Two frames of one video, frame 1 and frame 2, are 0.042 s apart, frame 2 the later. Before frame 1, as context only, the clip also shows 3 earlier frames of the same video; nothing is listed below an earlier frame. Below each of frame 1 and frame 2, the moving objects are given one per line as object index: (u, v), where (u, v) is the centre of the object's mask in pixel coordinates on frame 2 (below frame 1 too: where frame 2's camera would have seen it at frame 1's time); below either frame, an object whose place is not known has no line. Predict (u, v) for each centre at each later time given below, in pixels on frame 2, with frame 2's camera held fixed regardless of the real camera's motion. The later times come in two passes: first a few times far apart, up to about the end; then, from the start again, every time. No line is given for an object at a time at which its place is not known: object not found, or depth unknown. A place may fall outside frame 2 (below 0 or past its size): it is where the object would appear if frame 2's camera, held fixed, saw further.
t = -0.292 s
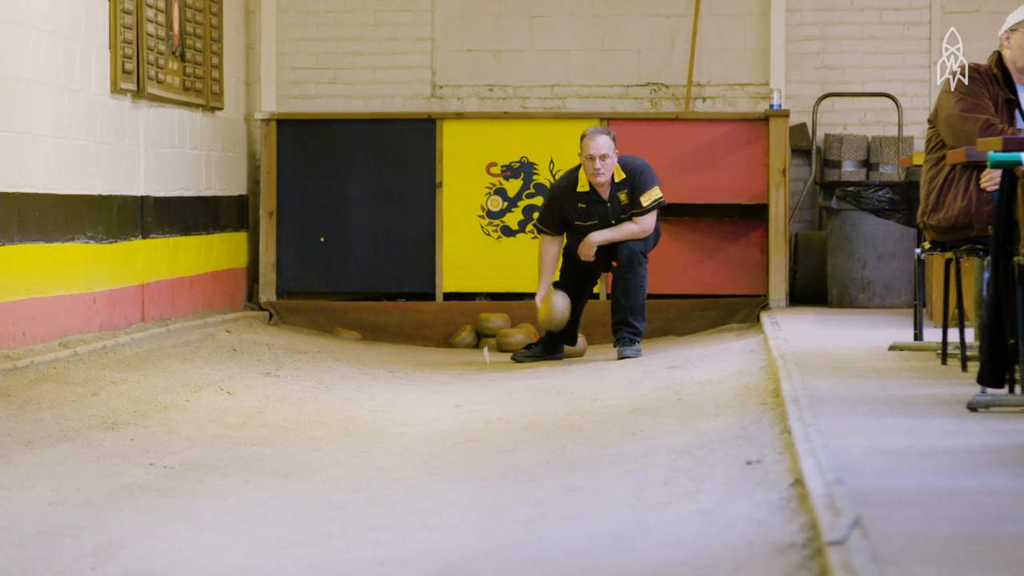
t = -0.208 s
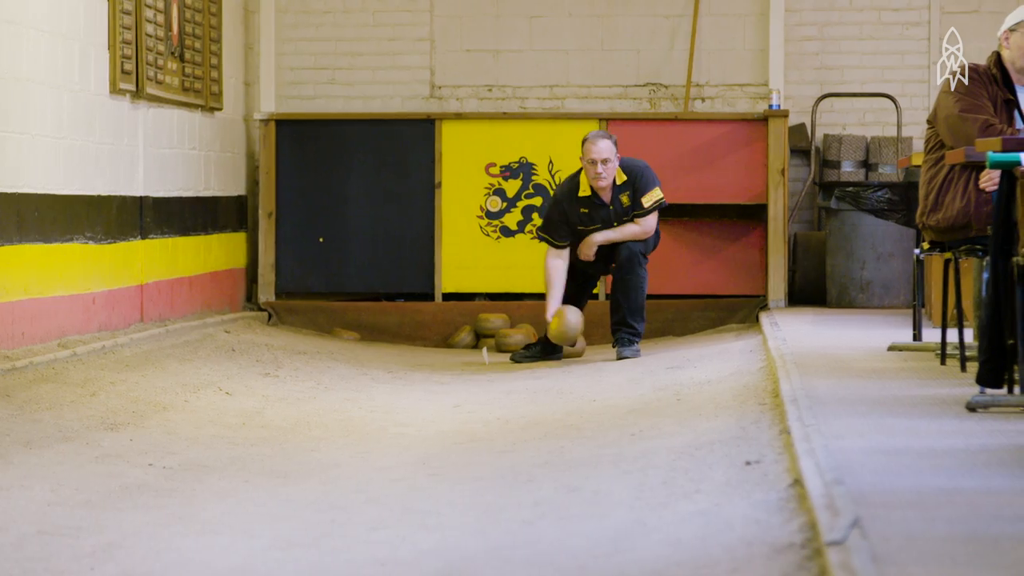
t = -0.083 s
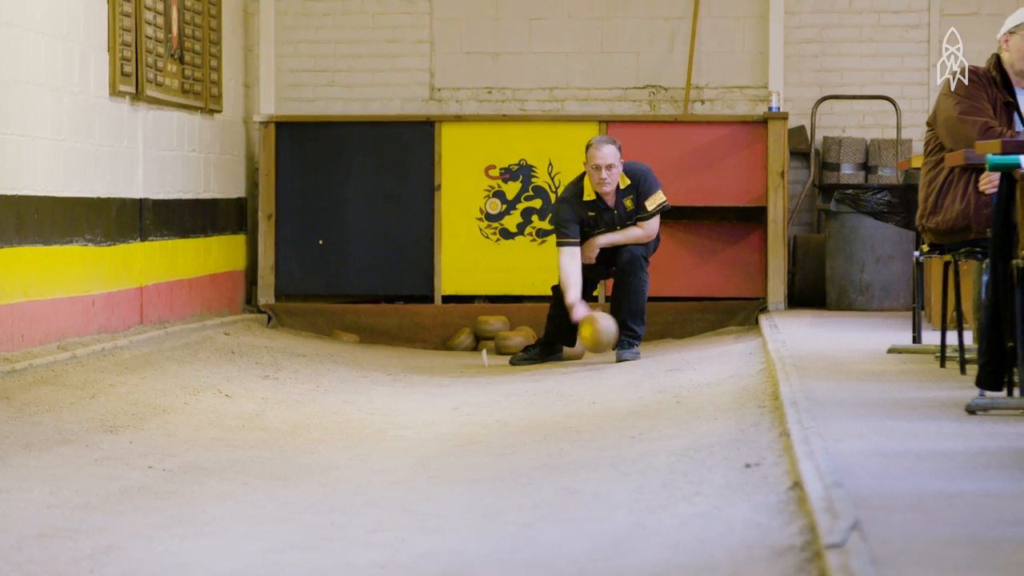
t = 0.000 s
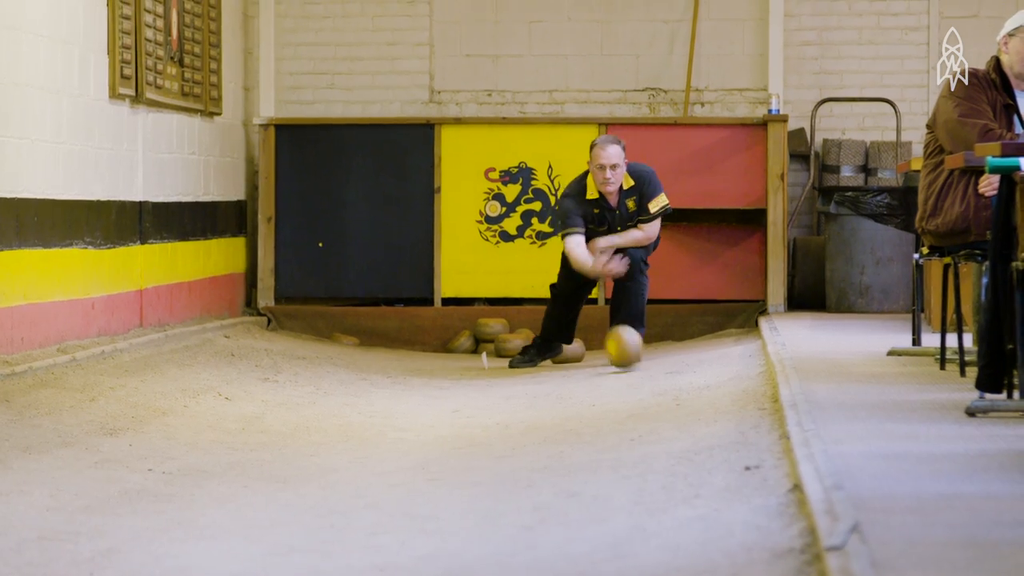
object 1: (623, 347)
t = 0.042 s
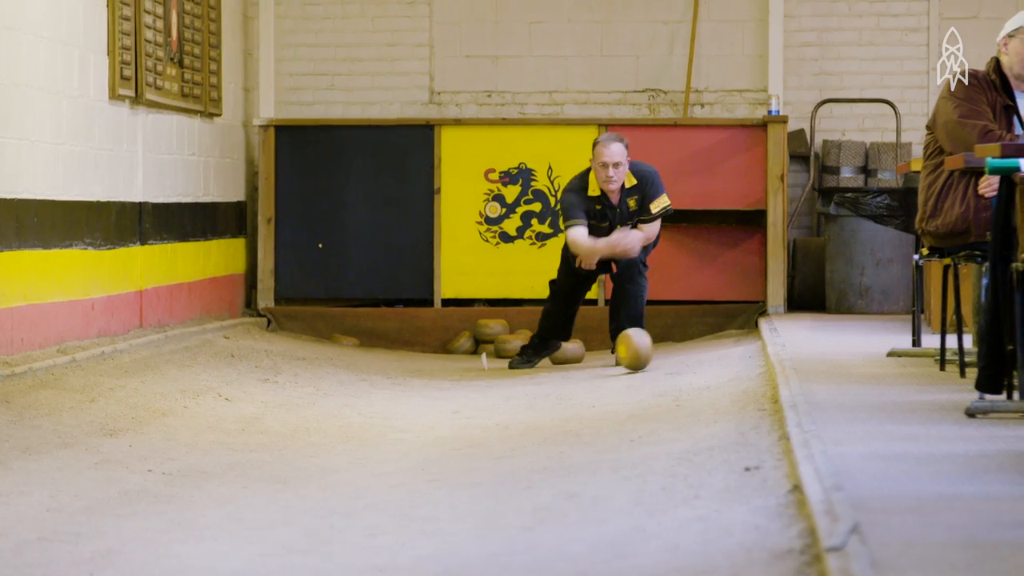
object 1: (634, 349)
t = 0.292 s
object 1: (689, 350)
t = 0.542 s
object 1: (736, 348)
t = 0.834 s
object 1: (742, 352)
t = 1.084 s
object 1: (712, 362)
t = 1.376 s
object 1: (654, 379)
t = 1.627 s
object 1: (584, 400)
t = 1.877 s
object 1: (496, 417)
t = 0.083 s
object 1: (643, 347)
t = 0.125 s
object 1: (652, 349)
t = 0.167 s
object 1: (662, 349)
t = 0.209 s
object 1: (671, 350)
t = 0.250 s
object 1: (680, 350)
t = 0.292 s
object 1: (689, 350)
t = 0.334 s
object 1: (698, 350)
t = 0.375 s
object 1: (706, 349)
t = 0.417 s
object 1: (714, 348)
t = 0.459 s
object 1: (722, 348)
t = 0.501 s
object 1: (730, 348)
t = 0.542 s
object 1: (736, 348)
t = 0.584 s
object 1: (742, 348)
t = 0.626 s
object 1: (747, 347)
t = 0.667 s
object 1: (749, 347)
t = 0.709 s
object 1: (748, 349)
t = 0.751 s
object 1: (746, 348)
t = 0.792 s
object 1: (745, 351)
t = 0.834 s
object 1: (742, 352)
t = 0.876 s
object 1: (739, 354)
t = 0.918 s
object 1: (735, 356)
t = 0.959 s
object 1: (731, 358)
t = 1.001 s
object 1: (725, 359)
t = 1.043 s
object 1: (719, 362)
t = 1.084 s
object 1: (712, 362)
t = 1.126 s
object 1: (705, 366)
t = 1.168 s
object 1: (698, 367)
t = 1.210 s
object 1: (690, 370)
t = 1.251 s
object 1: (681, 371)
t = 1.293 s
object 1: (672, 373)
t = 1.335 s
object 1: (664, 376)
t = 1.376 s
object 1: (654, 379)
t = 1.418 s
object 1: (643, 383)
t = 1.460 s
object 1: (633, 385)
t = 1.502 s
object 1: (621, 389)
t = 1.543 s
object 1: (609, 392)
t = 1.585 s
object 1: (597, 395)
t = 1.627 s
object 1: (584, 400)
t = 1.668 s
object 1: (570, 402)
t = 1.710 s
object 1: (557, 404)
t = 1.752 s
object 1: (542, 406)
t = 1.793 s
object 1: (527, 409)
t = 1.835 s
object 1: (512, 411)
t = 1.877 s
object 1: (496, 417)
